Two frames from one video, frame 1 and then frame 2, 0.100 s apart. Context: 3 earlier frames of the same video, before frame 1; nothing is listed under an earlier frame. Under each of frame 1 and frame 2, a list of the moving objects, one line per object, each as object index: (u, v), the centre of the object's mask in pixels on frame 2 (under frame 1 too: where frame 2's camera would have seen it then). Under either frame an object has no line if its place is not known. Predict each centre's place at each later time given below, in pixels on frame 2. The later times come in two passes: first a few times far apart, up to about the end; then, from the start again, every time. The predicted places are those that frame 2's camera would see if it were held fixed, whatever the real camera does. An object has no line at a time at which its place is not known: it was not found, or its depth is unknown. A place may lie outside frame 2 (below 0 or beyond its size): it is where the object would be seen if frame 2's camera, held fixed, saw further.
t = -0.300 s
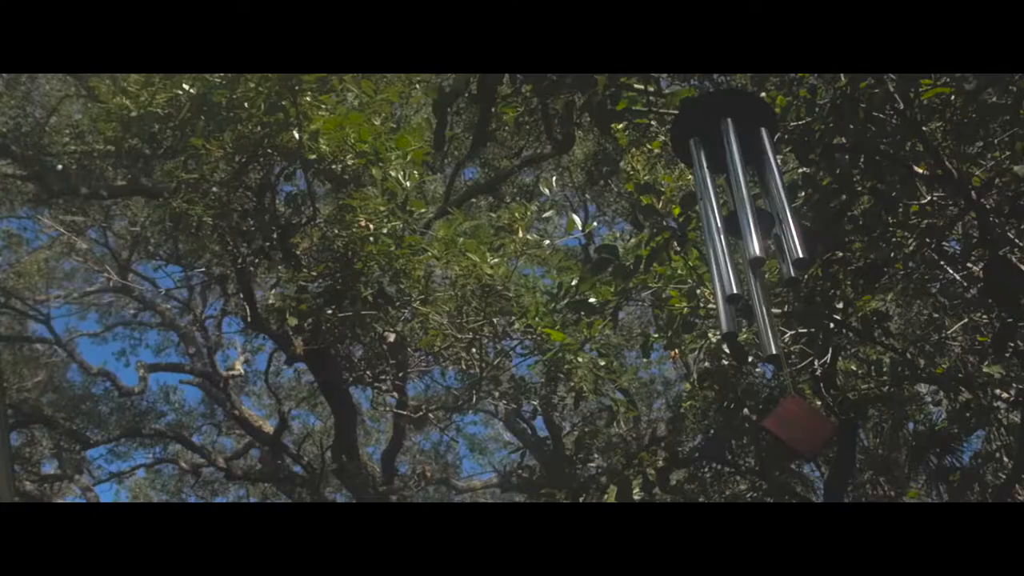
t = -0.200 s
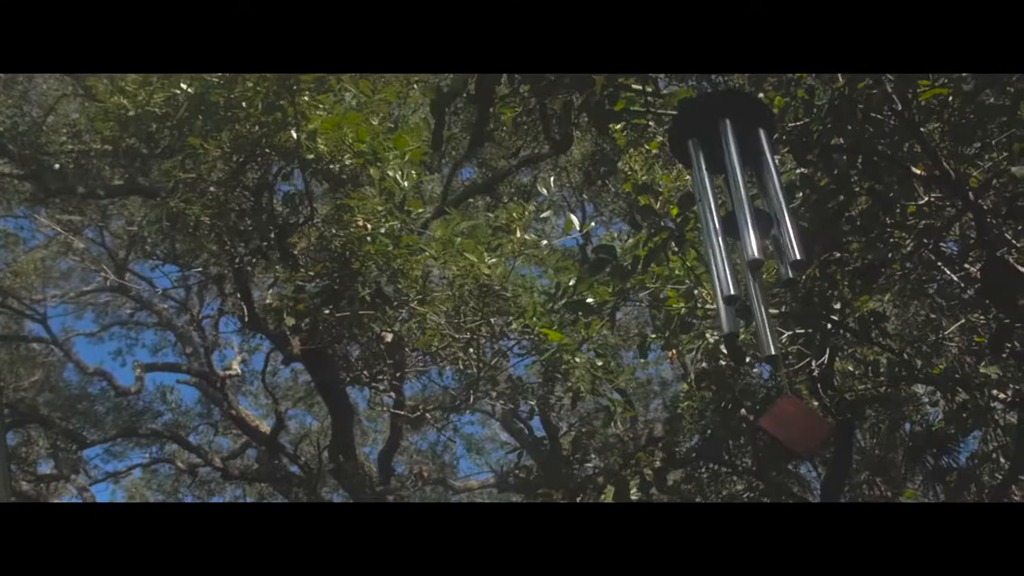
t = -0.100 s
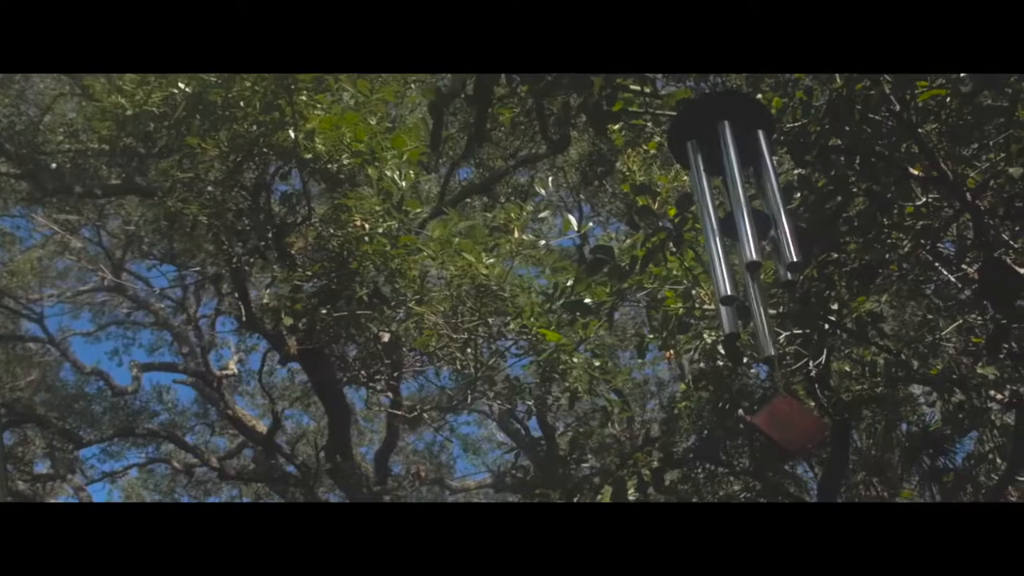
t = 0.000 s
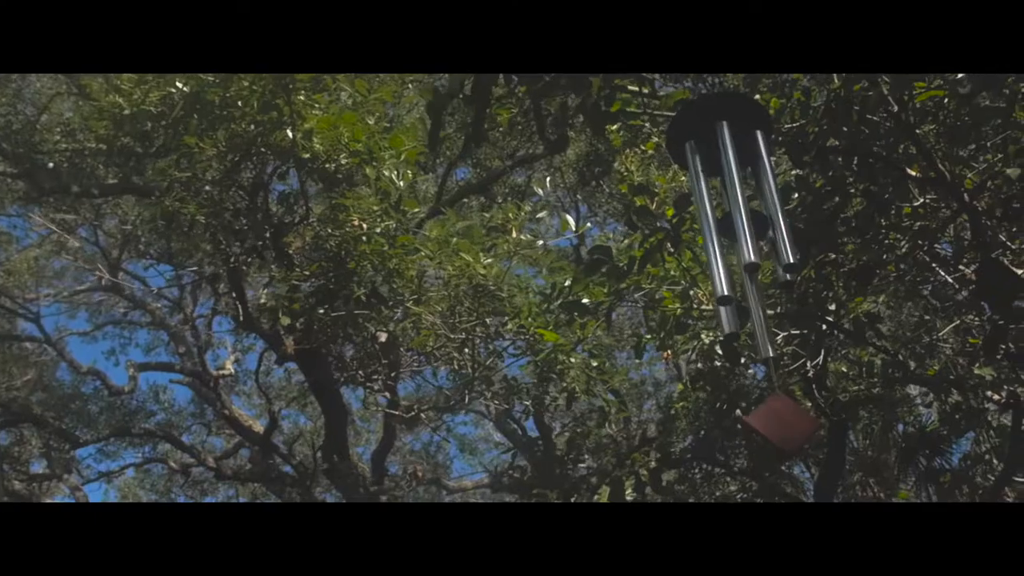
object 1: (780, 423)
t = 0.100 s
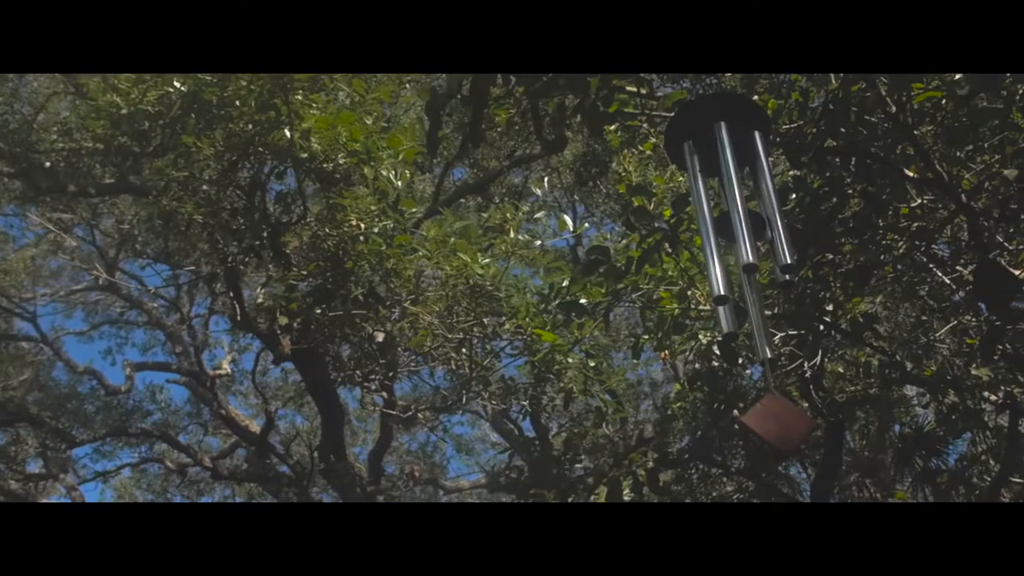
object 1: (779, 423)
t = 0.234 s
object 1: (779, 421)
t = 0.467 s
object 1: (781, 421)
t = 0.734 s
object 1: (788, 424)
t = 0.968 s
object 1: (797, 426)
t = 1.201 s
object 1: (800, 426)
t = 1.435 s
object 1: (803, 425)
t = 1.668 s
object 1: (805, 422)
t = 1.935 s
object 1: (812, 415)
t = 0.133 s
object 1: (779, 422)
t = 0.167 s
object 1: (779, 422)
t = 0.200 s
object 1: (778, 422)
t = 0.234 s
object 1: (779, 421)
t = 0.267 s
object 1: (779, 421)
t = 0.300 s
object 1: (779, 421)
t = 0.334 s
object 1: (779, 421)
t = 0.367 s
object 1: (779, 421)
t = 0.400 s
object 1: (780, 421)
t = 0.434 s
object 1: (780, 421)
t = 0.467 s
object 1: (781, 421)
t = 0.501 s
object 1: (781, 422)
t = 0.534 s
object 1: (782, 422)
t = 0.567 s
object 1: (784, 423)
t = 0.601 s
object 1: (784, 423)
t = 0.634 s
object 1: (785, 423)
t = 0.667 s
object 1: (786, 423)
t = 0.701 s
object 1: (786, 423)
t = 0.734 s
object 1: (788, 424)
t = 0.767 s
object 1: (789, 424)
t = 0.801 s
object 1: (791, 425)
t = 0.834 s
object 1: (793, 425)
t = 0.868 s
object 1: (794, 425)
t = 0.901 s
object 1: (794, 425)
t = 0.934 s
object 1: (795, 425)
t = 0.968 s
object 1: (797, 426)
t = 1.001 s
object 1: (797, 426)
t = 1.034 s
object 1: (798, 426)
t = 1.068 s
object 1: (799, 426)
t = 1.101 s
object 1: (799, 426)
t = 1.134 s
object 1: (800, 426)
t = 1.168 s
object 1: (800, 426)
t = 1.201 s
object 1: (800, 426)
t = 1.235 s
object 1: (801, 426)
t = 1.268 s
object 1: (801, 426)
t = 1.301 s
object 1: (801, 426)
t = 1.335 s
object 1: (802, 426)
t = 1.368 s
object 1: (802, 425)
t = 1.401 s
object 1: (802, 425)
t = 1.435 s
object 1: (803, 425)
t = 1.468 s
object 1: (804, 425)
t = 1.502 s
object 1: (803, 424)
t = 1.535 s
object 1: (803, 424)
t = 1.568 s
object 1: (804, 423)
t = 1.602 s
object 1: (804, 423)
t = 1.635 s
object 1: (805, 422)
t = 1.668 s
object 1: (805, 422)
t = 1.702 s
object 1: (806, 421)
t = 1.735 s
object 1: (807, 420)
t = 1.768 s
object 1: (808, 420)
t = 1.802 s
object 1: (808, 419)
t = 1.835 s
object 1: (809, 418)
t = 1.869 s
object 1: (810, 417)
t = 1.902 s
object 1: (812, 416)
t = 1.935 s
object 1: (812, 415)
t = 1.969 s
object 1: (814, 414)
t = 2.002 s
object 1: (815, 413)
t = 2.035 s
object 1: (816, 412)
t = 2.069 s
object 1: (818, 411)
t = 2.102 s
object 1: (820, 410)
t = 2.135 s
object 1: (822, 410)
